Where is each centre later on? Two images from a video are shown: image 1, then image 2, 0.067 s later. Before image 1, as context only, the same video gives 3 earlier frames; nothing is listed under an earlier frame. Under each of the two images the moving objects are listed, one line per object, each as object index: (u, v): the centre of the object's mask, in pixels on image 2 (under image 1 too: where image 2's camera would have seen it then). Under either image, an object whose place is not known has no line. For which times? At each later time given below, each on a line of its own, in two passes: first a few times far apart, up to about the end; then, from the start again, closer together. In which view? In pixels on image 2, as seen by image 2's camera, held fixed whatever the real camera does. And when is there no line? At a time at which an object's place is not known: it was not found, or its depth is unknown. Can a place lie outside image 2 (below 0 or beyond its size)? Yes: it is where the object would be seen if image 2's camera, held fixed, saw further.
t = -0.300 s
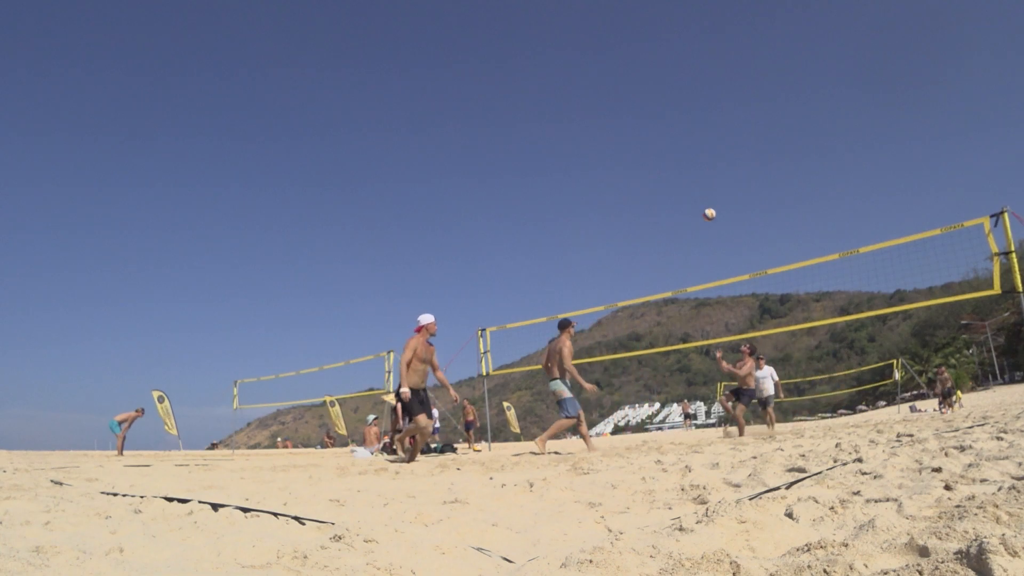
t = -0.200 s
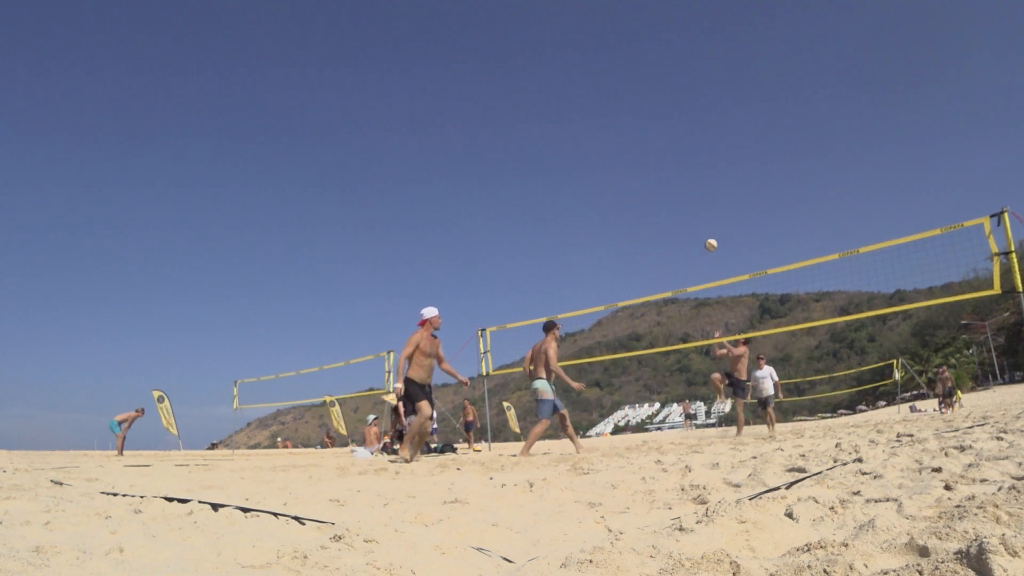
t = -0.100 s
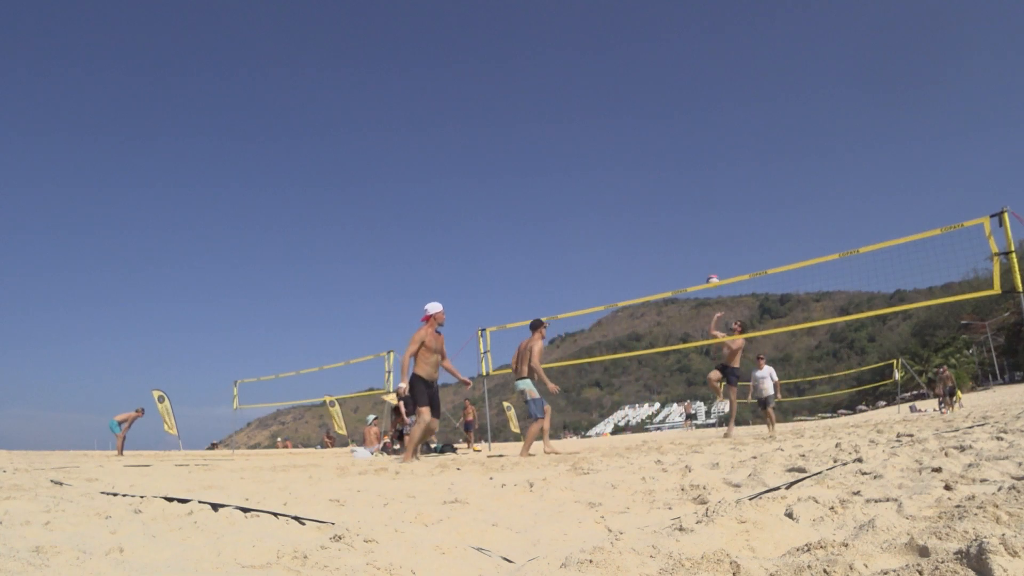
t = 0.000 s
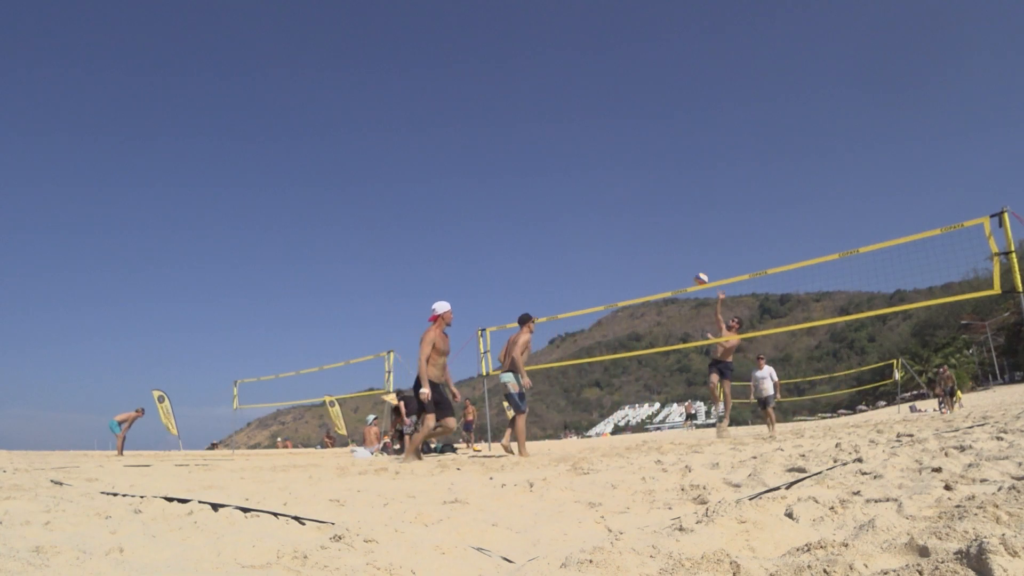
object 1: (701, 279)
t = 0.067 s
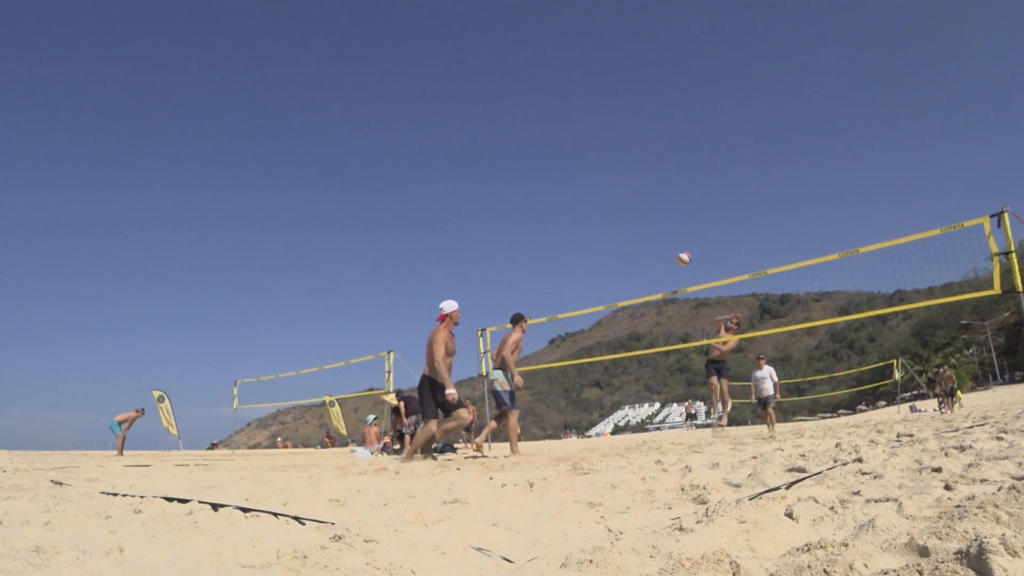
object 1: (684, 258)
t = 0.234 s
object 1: (637, 212)
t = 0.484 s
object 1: (554, 168)
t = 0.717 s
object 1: (452, 166)
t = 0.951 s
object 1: (312, 222)
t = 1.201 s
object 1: (98, 399)
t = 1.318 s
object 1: (5, 436)
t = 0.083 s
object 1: (679, 253)
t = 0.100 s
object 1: (675, 248)
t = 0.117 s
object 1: (671, 244)
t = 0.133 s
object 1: (666, 238)
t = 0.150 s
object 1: (662, 233)
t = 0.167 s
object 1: (657, 229)
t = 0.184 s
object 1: (652, 224)
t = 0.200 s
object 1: (647, 220)
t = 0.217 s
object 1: (642, 217)
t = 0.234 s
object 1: (637, 212)
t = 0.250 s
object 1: (632, 209)
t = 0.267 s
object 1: (628, 204)
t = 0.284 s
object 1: (622, 201)
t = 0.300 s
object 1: (617, 197)
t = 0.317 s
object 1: (611, 194)
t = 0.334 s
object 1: (606, 190)
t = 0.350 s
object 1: (601, 187)
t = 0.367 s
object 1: (595, 184)
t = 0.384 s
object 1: (589, 182)
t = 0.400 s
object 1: (584, 179)
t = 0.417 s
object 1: (578, 176)
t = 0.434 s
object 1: (572, 175)
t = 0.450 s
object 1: (566, 172)
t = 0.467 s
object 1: (560, 170)
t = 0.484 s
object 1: (554, 168)
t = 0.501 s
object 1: (547, 166)
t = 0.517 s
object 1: (540, 165)
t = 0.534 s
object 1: (534, 164)
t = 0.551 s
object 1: (528, 163)
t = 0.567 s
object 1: (521, 162)
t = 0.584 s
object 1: (514, 161)
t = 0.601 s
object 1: (507, 161)
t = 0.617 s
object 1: (499, 160)
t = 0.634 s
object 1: (492, 160)
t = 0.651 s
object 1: (484, 161)
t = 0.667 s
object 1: (476, 162)
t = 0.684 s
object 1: (468, 163)
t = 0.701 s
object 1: (461, 164)
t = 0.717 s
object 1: (452, 166)
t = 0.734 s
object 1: (444, 167)
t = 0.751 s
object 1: (435, 169)
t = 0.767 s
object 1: (426, 171)
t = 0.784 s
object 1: (417, 173)
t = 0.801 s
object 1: (407, 177)
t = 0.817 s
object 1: (398, 180)
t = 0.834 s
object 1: (387, 184)
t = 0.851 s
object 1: (378, 188)
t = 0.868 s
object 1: (368, 193)
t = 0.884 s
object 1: (358, 198)
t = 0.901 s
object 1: (347, 203)
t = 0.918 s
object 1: (335, 208)
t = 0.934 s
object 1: (324, 215)
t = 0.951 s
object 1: (312, 222)
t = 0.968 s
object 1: (300, 229)
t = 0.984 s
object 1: (288, 237)
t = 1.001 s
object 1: (276, 246)
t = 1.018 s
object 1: (263, 255)
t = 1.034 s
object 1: (250, 264)
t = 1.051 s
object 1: (236, 274)
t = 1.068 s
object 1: (222, 285)
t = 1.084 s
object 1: (208, 296)
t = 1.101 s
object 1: (193, 309)
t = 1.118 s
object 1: (178, 322)
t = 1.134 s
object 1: (163, 336)
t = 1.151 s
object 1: (147, 351)
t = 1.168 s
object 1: (131, 366)
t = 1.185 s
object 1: (115, 382)
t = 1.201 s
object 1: (98, 399)
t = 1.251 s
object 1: (46, 456)
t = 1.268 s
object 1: (29, 469)
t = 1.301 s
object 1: (10, 447)
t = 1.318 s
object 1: (5, 436)
